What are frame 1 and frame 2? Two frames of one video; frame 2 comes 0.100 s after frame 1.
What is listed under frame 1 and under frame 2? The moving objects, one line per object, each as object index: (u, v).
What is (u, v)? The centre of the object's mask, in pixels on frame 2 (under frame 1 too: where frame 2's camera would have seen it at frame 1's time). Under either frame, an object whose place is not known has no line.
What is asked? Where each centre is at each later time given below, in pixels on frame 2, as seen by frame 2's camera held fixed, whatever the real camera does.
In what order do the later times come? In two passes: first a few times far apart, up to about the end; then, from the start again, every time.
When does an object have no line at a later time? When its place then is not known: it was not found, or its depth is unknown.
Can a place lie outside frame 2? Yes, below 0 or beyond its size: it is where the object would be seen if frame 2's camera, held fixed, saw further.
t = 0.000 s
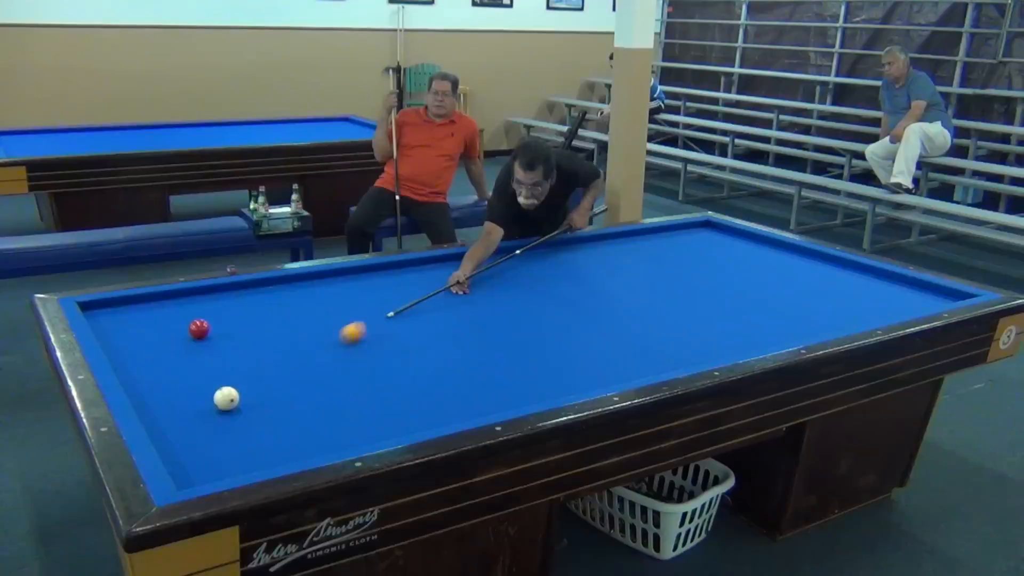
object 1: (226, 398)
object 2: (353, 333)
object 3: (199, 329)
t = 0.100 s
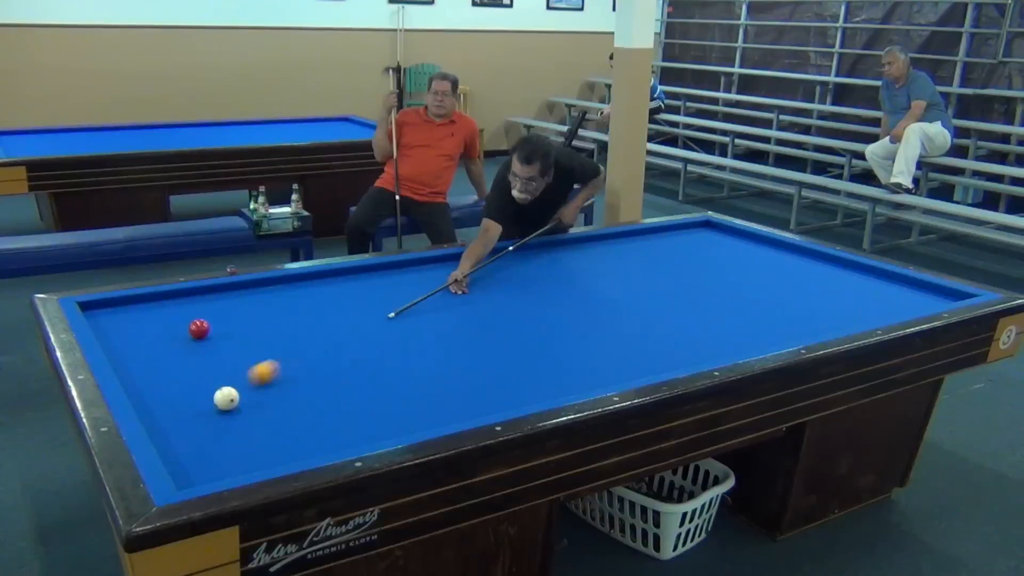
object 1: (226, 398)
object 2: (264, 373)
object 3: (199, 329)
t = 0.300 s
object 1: (224, 469)
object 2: (186, 375)
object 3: (199, 329)
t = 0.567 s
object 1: (153, 418)
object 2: (300, 320)
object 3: (199, 329)
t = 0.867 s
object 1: (141, 369)
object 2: (372, 282)
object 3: (199, 329)
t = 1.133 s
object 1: (131, 335)
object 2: (435, 263)
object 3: (199, 329)
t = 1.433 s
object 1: (123, 304)
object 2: (532, 262)
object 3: (199, 329)
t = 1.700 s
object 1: (148, 311)
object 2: (614, 261)
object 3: (199, 329)
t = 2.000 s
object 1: (180, 324)
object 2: (703, 260)
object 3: (199, 329)
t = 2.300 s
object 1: (181, 331)
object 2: (788, 259)
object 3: (228, 335)
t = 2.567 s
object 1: (180, 337)
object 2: (833, 264)
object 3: (254, 340)
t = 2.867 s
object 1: (179, 343)
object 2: (840, 282)
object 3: (283, 345)
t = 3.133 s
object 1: (177, 348)
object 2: (849, 300)
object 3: (307, 350)
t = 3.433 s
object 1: (176, 354)
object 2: (859, 320)
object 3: (336, 355)
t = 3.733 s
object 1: (175, 360)
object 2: (802, 323)
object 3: (363, 360)
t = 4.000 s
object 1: (173, 364)
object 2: (750, 322)
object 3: (387, 365)
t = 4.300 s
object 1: (172, 369)
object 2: (693, 321)
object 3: (414, 370)
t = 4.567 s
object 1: (171, 373)
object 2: (643, 320)
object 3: (437, 374)
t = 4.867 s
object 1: (170, 377)
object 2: (588, 320)
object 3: (463, 378)
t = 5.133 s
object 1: (169, 380)
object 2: (540, 319)
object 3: (485, 382)
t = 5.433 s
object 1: (168, 383)
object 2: (487, 318)
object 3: (509, 387)
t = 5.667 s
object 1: (167, 385)
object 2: (446, 317)
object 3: (528, 390)
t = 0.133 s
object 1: (226, 399)
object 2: (232, 383)
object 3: (199, 329)
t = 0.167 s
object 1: (226, 411)
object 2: (194, 392)
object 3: (199, 329)
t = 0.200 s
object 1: (225, 425)
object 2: (159, 395)
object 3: (199, 329)
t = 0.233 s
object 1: (225, 440)
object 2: (144, 393)
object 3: (199, 329)
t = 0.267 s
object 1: (225, 456)
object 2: (166, 384)
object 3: (199, 329)
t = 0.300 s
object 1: (224, 469)
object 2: (186, 375)
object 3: (199, 329)
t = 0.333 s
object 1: (215, 469)
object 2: (205, 366)
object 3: (199, 329)
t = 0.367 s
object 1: (204, 461)
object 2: (222, 358)
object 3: (199, 329)
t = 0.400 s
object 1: (193, 452)
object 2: (237, 351)
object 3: (199, 329)
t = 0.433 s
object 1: (183, 445)
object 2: (252, 344)
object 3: (199, 329)
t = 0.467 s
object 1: (174, 437)
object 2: (266, 337)
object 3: (199, 329)
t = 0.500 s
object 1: (165, 430)
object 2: (278, 331)
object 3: (199, 329)
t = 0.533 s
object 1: (158, 424)
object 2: (289, 326)
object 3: (199, 329)
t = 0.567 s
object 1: (153, 418)
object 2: (300, 320)
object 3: (199, 329)
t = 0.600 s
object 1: (152, 412)
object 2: (309, 315)
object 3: (199, 329)
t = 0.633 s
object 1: (151, 406)
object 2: (318, 310)
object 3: (199, 329)
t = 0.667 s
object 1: (149, 400)
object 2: (327, 306)
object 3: (199, 329)
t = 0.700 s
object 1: (148, 395)
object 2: (335, 302)
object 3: (199, 329)
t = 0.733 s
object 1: (146, 389)
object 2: (343, 297)
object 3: (199, 329)
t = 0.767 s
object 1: (145, 384)
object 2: (350, 293)
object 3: (199, 329)
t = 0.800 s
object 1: (143, 379)
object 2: (358, 289)
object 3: (199, 329)
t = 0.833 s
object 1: (142, 374)
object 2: (365, 286)
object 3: (199, 329)
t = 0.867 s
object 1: (141, 369)
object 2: (372, 282)
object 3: (199, 329)
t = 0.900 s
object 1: (139, 364)
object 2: (379, 278)
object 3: (199, 329)
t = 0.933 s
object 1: (138, 360)
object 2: (385, 274)
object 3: (199, 329)
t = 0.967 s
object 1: (137, 355)
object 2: (392, 271)
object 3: (199, 329)
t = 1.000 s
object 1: (136, 351)
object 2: (398, 267)
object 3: (199, 329)
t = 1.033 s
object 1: (135, 346)
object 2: (404, 264)
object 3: (199, 329)
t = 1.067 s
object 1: (134, 343)
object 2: (412, 262)
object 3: (199, 329)
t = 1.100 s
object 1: (132, 339)
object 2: (424, 262)
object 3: (199, 329)
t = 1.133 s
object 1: (131, 335)
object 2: (435, 263)
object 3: (199, 329)
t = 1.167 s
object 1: (130, 331)
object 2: (447, 263)
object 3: (199, 329)
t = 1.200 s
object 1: (129, 327)
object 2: (458, 263)
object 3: (199, 329)
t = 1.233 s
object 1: (128, 324)
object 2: (469, 263)
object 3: (199, 329)
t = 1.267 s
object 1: (127, 320)
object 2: (479, 263)
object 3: (199, 329)
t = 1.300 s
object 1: (126, 317)
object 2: (490, 263)
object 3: (199, 329)
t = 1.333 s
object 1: (126, 313)
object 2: (501, 263)
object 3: (199, 329)
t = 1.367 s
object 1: (124, 310)
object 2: (512, 262)
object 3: (199, 329)
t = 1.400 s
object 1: (124, 307)
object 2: (522, 262)
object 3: (199, 329)
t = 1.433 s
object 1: (123, 304)
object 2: (532, 262)
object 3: (199, 329)
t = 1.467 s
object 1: (122, 300)
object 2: (543, 262)
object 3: (199, 329)
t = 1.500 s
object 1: (125, 302)
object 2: (553, 262)
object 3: (199, 329)
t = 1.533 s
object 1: (130, 304)
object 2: (563, 262)
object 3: (199, 329)
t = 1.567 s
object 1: (133, 305)
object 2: (574, 262)
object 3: (199, 329)
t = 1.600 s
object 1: (137, 307)
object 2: (584, 262)
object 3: (199, 329)
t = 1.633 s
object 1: (141, 309)
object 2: (594, 262)
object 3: (199, 329)
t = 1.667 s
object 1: (144, 310)
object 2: (604, 261)
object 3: (199, 329)
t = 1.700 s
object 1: (148, 311)
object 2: (614, 261)
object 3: (199, 329)
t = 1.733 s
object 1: (151, 313)
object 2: (624, 261)
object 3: (199, 329)
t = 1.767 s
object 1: (155, 314)
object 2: (634, 261)
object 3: (199, 329)
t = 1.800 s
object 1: (159, 316)
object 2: (644, 261)
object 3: (199, 329)
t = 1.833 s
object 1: (162, 317)
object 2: (654, 261)
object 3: (199, 329)
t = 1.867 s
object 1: (166, 319)
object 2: (664, 260)
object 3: (199, 329)
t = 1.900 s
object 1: (169, 320)
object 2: (674, 260)
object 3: (199, 329)
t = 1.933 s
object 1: (173, 321)
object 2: (683, 260)
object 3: (199, 329)
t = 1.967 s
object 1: (176, 323)
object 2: (693, 260)
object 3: (199, 329)
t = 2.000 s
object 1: (180, 324)
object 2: (703, 260)
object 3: (199, 329)
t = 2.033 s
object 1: (182, 325)
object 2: (712, 260)
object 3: (199, 330)
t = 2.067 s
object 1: (183, 326)
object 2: (722, 260)
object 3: (204, 330)
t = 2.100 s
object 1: (182, 327)
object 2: (732, 260)
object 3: (208, 331)
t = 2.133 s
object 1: (182, 328)
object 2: (741, 260)
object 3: (212, 331)
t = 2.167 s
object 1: (182, 328)
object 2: (751, 259)
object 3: (215, 332)
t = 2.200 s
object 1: (182, 329)
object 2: (760, 259)
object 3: (219, 333)
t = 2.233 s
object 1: (182, 330)
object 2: (769, 259)
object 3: (222, 334)
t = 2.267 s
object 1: (181, 331)
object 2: (779, 259)
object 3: (225, 334)
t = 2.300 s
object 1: (181, 331)
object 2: (788, 259)
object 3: (228, 335)
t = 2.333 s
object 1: (181, 332)
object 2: (797, 259)
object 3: (231, 335)
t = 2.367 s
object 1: (181, 333)
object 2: (807, 258)
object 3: (235, 336)
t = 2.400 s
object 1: (181, 333)
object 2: (816, 258)
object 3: (238, 337)
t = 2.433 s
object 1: (180, 334)
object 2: (825, 258)
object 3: (241, 337)
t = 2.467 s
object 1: (181, 335)
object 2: (833, 258)
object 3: (244, 338)
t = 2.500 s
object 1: (180, 336)
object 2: (833, 260)
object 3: (247, 339)
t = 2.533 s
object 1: (180, 336)
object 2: (833, 262)
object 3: (251, 339)
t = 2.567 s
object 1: (180, 337)
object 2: (833, 264)
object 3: (254, 340)
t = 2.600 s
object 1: (180, 338)
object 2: (833, 266)
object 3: (257, 340)
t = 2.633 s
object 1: (180, 338)
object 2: (834, 268)
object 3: (260, 341)
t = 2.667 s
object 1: (180, 339)
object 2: (834, 270)
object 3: (263, 341)
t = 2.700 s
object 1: (179, 340)
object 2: (835, 272)
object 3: (266, 342)
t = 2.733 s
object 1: (179, 340)
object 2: (836, 274)
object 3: (270, 343)
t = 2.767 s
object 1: (179, 341)
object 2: (837, 276)
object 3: (273, 343)
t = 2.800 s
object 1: (179, 342)
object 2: (838, 278)
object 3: (276, 344)
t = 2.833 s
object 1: (179, 342)
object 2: (839, 280)
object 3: (279, 344)
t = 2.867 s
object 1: (179, 343)
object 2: (840, 282)
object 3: (283, 345)
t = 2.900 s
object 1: (178, 344)
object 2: (841, 284)
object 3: (286, 346)
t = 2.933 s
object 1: (178, 344)
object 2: (843, 286)
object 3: (289, 346)
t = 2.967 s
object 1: (178, 345)
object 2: (843, 288)
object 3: (292, 347)
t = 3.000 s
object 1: (178, 346)
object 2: (844, 291)
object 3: (295, 348)
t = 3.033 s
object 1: (178, 346)
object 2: (846, 293)
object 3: (298, 348)
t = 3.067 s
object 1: (178, 347)
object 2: (847, 295)
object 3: (301, 349)
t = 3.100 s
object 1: (178, 348)
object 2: (848, 297)
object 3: (304, 349)
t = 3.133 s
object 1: (177, 348)
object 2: (849, 300)
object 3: (307, 350)
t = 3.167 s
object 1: (177, 349)
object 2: (850, 302)
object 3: (310, 350)
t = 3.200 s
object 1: (177, 350)
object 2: (851, 305)
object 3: (314, 351)
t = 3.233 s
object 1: (177, 350)
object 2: (852, 307)
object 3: (317, 352)
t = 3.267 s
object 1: (177, 351)
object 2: (853, 309)
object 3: (320, 352)
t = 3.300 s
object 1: (177, 352)
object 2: (854, 312)
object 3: (323, 353)
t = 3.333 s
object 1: (176, 352)
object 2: (856, 315)
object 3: (326, 353)
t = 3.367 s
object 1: (176, 353)
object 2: (857, 317)
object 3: (329, 354)
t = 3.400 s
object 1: (176, 354)
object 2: (858, 318)
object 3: (332, 355)
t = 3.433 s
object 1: (176, 354)
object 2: (859, 320)
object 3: (336, 355)
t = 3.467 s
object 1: (176, 355)
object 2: (856, 321)
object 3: (338, 356)
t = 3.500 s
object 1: (176, 355)
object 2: (849, 321)
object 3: (342, 356)
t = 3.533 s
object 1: (176, 356)
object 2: (842, 322)
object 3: (345, 357)
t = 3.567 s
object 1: (175, 357)
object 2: (835, 322)
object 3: (348, 357)
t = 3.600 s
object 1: (175, 357)
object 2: (829, 323)
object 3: (351, 358)
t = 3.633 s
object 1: (175, 358)
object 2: (822, 323)
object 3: (354, 359)
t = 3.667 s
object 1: (175, 358)
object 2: (816, 323)
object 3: (357, 359)
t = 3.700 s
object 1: (175, 359)
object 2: (809, 323)
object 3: (360, 360)
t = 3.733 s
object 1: (175, 360)
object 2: (802, 323)
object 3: (363, 360)
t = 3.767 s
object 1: (175, 360)
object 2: (796, 323)
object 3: (366, 361)
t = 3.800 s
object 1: (175, 361)
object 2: (789, 323)
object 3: (369, 362)
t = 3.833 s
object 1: (174, 361)
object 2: (783, 323)
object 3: (372, 362)
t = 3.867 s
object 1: (174, 362)
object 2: (776, 322)
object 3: (375, 363)
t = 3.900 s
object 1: (174, 363)
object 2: (770, 322)
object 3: (378, 363)
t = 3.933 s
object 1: (174, 363)
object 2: (763, 322)
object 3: (382, 364)
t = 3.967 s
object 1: (174, 364)
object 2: (757, 322)
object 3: (384, 364)
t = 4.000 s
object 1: (173, 364)
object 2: (750, 322)
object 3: (387, 365)
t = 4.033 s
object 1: (173, 365)
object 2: (744, 322)
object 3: (390, 365)
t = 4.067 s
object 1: (173, 365)
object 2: (738, 322)
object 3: (394, 366)
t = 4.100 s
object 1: (173, 366)
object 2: (731, 322)
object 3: (397, 366)
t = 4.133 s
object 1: (173, 366)
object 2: (725, 322)
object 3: (400, 367)
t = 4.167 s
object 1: (173, 367)
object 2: (718, 322)
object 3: (403, 368)
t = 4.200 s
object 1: (173, 367)
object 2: (712, 322)
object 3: (405, 368)
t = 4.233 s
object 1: (173, 368)
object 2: (706, 321)
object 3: (408, 369)
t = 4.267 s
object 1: (173, 368)
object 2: (699, 321)
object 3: (412, 369)
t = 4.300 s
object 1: (172, 369)
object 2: (693, 321)
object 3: (414, 370)
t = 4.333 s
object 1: (172, 369)
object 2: (687, 321)
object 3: (417, 370)
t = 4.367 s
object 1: (172, 370)
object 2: (681, 321)
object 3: (420, 371)
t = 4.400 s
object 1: (172, 370)
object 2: (674, 321)
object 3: (423, 371)
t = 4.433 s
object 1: (172, 371)
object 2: (668, 321)
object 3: (426, 372)
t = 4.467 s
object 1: (172, 372)
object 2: (662, 321)
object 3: (429, 372)
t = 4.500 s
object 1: (172, 372)
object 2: (655, 321)
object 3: (432, 373)
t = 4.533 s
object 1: (171, 372)
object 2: (649, 321)
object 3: (435, 374)
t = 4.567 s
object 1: (171, 373)
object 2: (643, 320)
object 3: (437, 374)
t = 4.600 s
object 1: (171, 373)
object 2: (637, 321)
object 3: (440, 375)
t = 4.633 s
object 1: (171, 374)
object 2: (631, 320)
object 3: (443, 375)
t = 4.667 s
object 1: (171, 374)
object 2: (624, 320)
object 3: (446, 376)
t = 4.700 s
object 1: (171, 375)
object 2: (619, 320)
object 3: (449, 376)
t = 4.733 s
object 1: (171, 375)
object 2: (612, 320)
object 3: (452, 377)
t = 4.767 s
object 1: (170, 376)
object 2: (606, 320)
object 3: (455, 377)
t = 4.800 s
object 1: (170, 376)
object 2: (600, 320)
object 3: (457, 377)
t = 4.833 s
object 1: (170, 376)
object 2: (594, 320)
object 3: (460, 378)
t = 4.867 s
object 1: (170, 377)
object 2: (588, 320)
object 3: (463, 378)
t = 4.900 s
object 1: (170, 377)
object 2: (582, 320)
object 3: (466, 379)
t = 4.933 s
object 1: (170, 378)
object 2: (576, 320)
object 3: (469, 379)
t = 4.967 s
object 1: (170, 378)
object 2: (570, 320)
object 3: (472, 380)
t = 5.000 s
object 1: (170, 378)
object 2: (564, 320)
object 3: (474, 380)
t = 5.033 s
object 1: (170, 379)
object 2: (558, 319)
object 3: (477, 381)
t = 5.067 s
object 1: (170, 379)
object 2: (552, 319)
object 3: (480, 381)
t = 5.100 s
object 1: (169, 380)
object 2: (546, 319)
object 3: (483, 382)
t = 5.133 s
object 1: (169, 380)
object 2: (540, 319)
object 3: (485, 382)
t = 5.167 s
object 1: (169, 380)
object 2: (534, 319)
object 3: (488, 383)
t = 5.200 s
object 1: (169, 381)
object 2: (528, 319)
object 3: (491, 383)
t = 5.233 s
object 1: (169, 381)
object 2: (522, 319)
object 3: (493, 384)
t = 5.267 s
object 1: (169, 381)
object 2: (517, 319)
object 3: (496, 384)
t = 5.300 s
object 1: (169, 382)
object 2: (511, 319)
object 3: (499, 385)
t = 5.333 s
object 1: (169, 382)
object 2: (505, 318)
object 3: (501, 385)
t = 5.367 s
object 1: (168, 382)
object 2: (499, 318)
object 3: (504, 386)
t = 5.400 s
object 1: (168, 383)
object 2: (493, 318)
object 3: (507, 386)
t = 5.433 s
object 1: (168, 383)
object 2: (487, 318)
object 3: (509, 387)
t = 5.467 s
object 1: (168, 383)
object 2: (481, 318)
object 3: (512, 387)
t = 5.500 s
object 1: (168, 384)
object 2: (475, 318)
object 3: (515, 387)
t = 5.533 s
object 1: (168, 384)
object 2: (469, 318)
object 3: (518, 388)
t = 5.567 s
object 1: (168, 384)
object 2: (464, 318)
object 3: (520, 388)
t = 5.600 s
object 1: (168, 384)
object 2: (458, 318)
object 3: (523, 389)
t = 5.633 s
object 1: (168, 385)
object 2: (452, 317)
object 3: (525, 389)
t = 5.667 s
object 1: (167, 385)
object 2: (446, 317)
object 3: (528, 390)
